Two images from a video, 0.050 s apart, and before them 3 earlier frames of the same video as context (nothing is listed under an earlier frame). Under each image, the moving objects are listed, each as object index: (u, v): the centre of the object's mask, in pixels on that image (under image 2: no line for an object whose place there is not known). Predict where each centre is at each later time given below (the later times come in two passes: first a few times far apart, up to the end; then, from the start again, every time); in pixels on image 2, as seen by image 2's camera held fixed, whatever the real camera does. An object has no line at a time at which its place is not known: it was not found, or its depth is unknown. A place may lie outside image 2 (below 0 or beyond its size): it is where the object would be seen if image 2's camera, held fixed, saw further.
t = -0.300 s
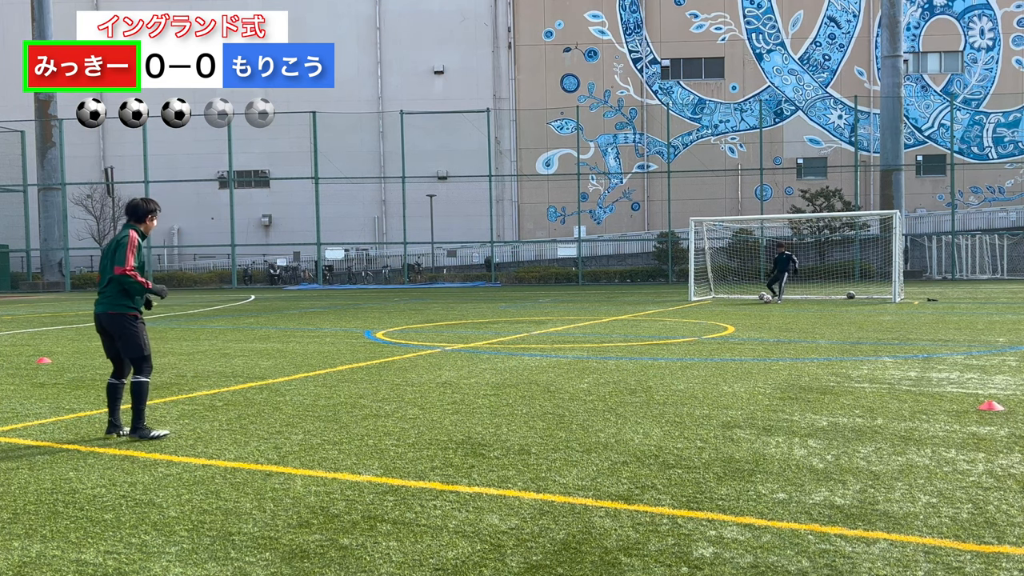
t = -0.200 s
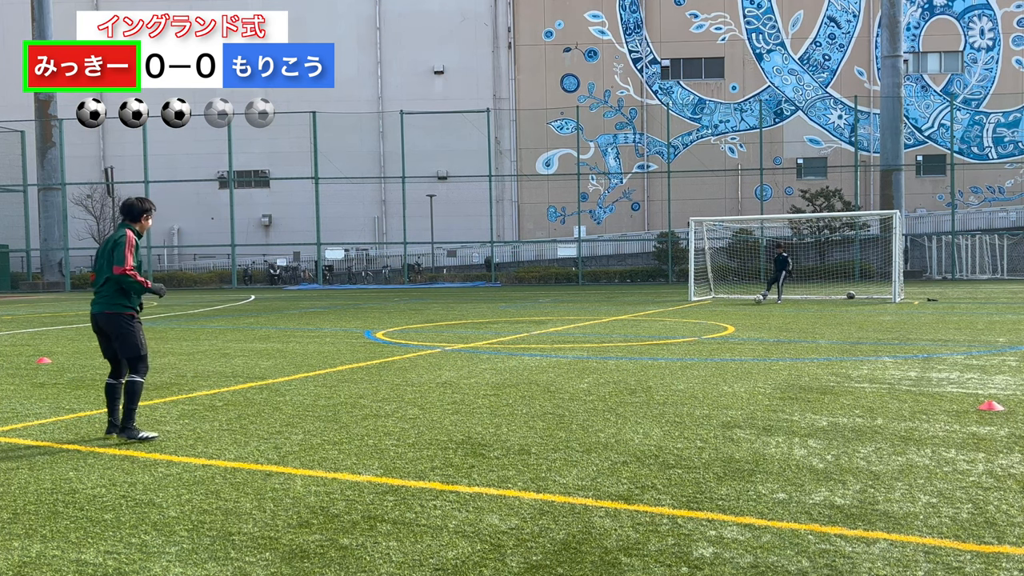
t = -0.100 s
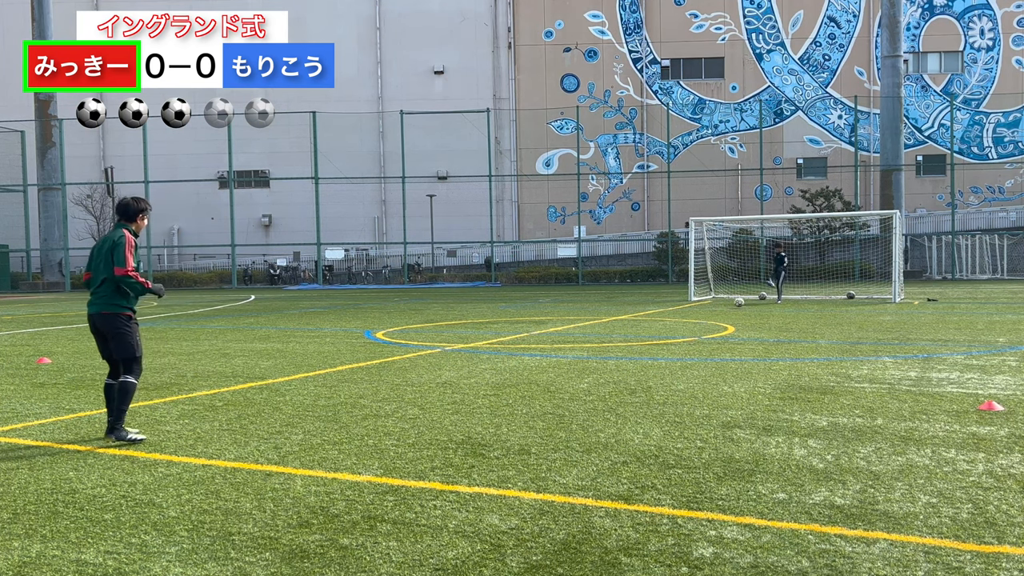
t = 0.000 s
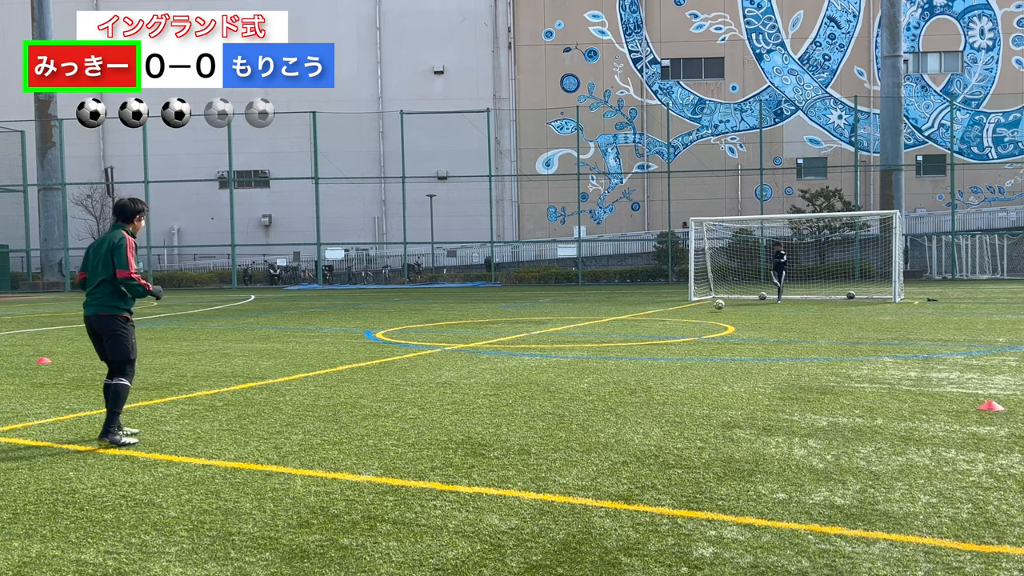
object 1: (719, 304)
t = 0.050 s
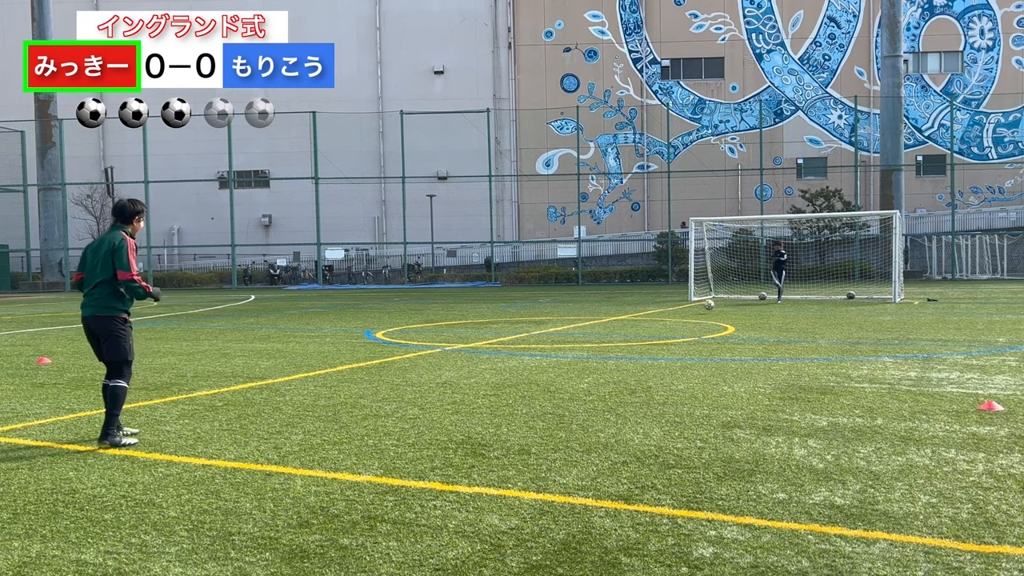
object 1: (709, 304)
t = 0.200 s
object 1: (675, 315)
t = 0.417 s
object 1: (624, 322)
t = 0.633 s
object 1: (569, 329)
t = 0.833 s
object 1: (514, 332)
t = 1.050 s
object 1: (447, 353)
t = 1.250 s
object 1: (366, 361)
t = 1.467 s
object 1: (252, 386)
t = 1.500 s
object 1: (232, 387)
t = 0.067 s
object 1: (705, 305)
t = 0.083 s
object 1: (702, 305)
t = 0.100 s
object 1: (698, 306)
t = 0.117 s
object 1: (694, 308)
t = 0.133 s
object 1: (690, 309)
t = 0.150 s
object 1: (686, 310)
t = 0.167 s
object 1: (682, 312)
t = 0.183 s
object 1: (679, 314)
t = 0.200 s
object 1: (675, 315)
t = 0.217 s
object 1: (671, 314)
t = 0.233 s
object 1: (668, 314)
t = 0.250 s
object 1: (664, 314)
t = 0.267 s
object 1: (660, 313)
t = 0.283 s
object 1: (657, 314)
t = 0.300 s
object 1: (653, 314)
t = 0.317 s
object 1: (649, 314)
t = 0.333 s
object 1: (645, 314)
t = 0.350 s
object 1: (641, 316)
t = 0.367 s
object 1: (637, 317)
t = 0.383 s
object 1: (633, 318)
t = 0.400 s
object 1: (628, 320)
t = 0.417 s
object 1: (624, 322)
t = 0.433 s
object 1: (620, 323)
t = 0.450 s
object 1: (615, 326)
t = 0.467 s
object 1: (611, 326)
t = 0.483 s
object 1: (607, 326)
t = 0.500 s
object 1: (603, 325)
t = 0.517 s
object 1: (600, 325)
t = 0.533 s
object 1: (595, 325)
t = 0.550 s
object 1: (591, 325)
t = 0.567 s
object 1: (587, 325)
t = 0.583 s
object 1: (582, 326)
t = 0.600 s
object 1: (578, 327)
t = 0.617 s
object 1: (573, 328)
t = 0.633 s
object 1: (569, 329)
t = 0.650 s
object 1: (564, 331)
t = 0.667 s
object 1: (559, 333)
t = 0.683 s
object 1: (555, 335)
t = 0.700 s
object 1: (550, 337)
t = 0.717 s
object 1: (545, 339)
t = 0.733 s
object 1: (541, 337)
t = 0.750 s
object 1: (536, 336)
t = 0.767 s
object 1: (532, 335)
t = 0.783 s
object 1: (528, 334)
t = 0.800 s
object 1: (523, 333)
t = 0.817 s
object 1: (519, 333)
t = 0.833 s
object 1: (514, 332)
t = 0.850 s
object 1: (510, 333)
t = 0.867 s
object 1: (505, 333)
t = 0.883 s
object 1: (500, 333)
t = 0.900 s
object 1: (495, 334)
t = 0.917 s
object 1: (490, 335)
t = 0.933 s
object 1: (485, 336)
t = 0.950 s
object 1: (480, 337)
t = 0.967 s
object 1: (475, 339)
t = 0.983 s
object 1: (469, 341)
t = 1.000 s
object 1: (463, 344)
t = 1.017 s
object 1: (458, 346)
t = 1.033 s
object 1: (453, 349)
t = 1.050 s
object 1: (447, 353)
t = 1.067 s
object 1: (441, 356)
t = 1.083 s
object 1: (436, 360)
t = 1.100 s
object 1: (430, 360)
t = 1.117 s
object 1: (423, 359)
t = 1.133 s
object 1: (416, 359)
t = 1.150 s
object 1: (410, 358)
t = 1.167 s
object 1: (403, 357)
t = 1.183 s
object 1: (396, 357)
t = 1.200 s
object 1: (389, 358)
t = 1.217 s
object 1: (381, 358)
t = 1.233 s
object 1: (374, 359)
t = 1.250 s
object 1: (366, 361)
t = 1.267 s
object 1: (359, 362)
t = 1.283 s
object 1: (351, 364)
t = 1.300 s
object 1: (343, 366)
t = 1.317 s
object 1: (334, 369)
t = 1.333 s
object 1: (326, 372)
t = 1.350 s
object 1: (318, 376)
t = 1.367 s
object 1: (309, 380)
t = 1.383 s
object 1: (300, 384)
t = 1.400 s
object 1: (291, 388)
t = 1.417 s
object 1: (281, 388)
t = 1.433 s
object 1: (272, 387)
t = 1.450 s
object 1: (262, 387)
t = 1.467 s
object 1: (252, 386)
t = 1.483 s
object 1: (242, 387)
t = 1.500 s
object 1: (232, 387)
